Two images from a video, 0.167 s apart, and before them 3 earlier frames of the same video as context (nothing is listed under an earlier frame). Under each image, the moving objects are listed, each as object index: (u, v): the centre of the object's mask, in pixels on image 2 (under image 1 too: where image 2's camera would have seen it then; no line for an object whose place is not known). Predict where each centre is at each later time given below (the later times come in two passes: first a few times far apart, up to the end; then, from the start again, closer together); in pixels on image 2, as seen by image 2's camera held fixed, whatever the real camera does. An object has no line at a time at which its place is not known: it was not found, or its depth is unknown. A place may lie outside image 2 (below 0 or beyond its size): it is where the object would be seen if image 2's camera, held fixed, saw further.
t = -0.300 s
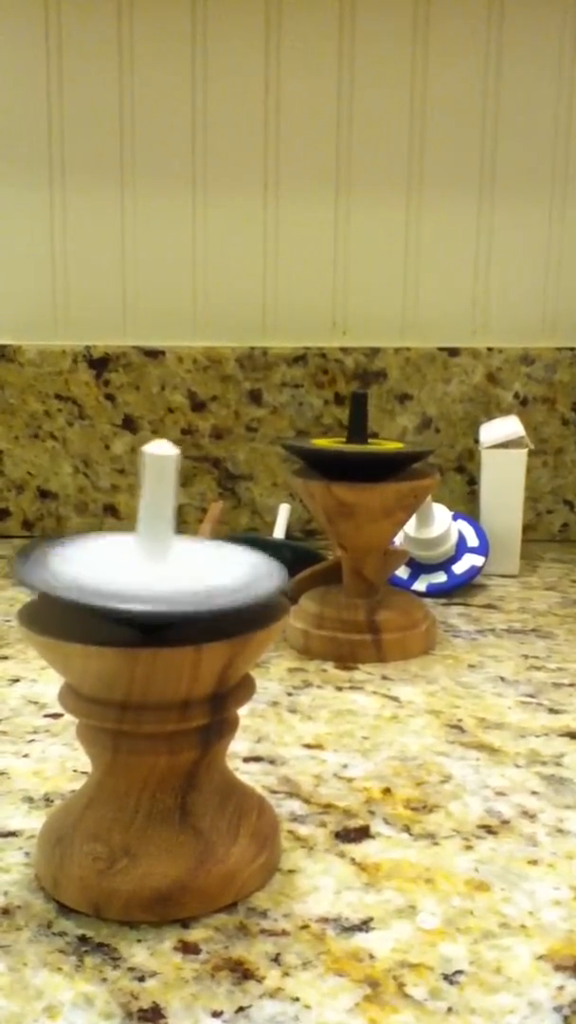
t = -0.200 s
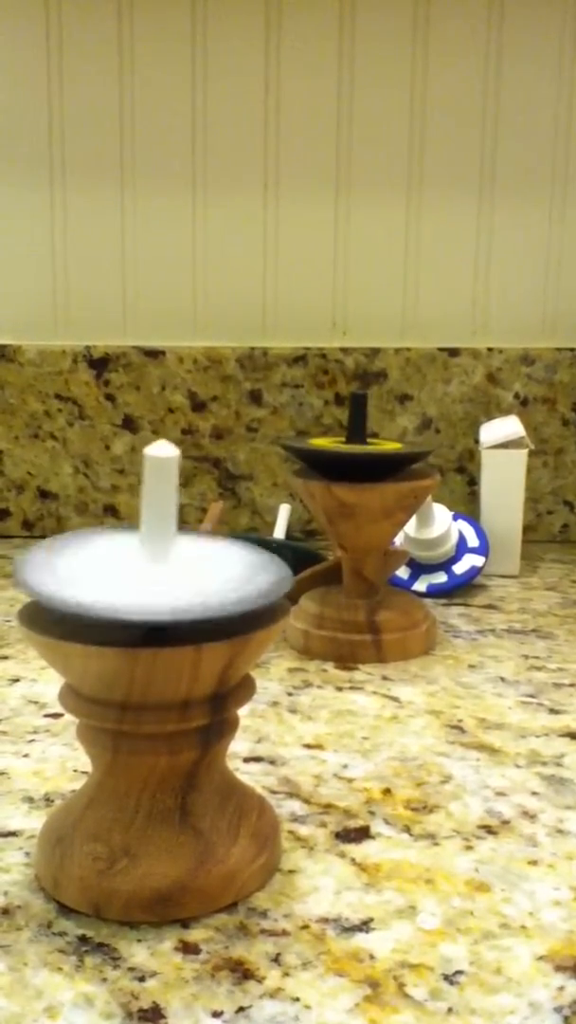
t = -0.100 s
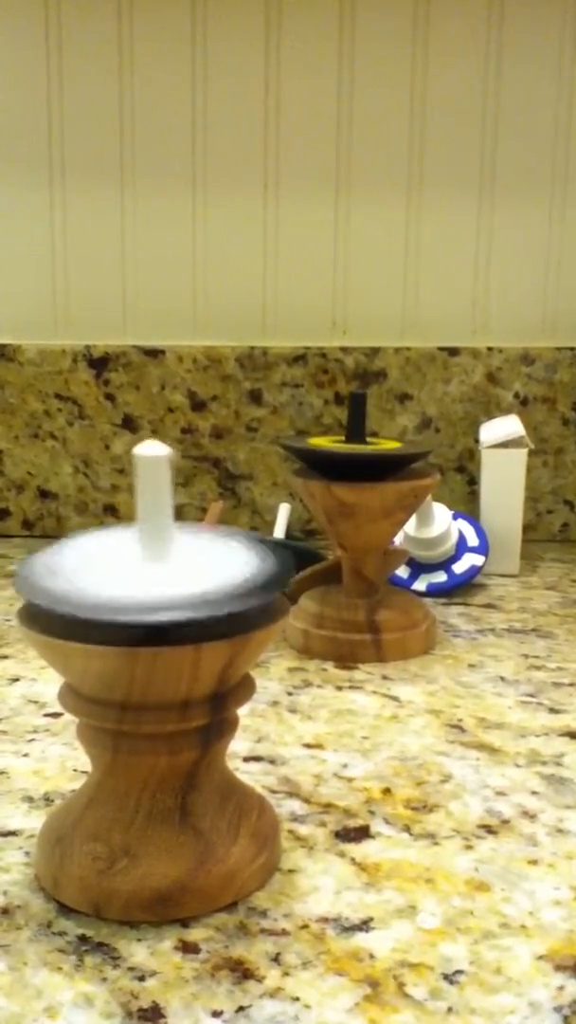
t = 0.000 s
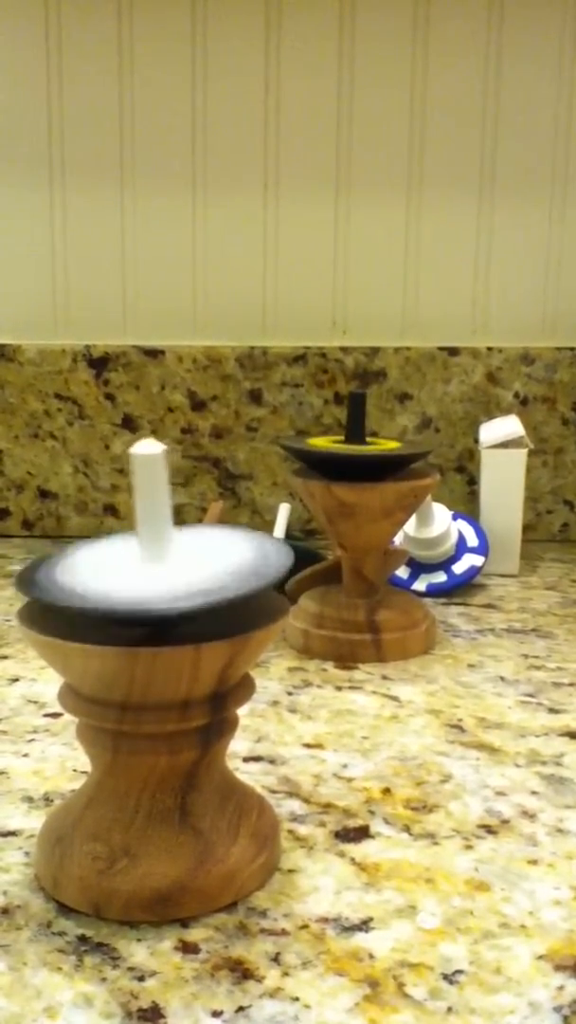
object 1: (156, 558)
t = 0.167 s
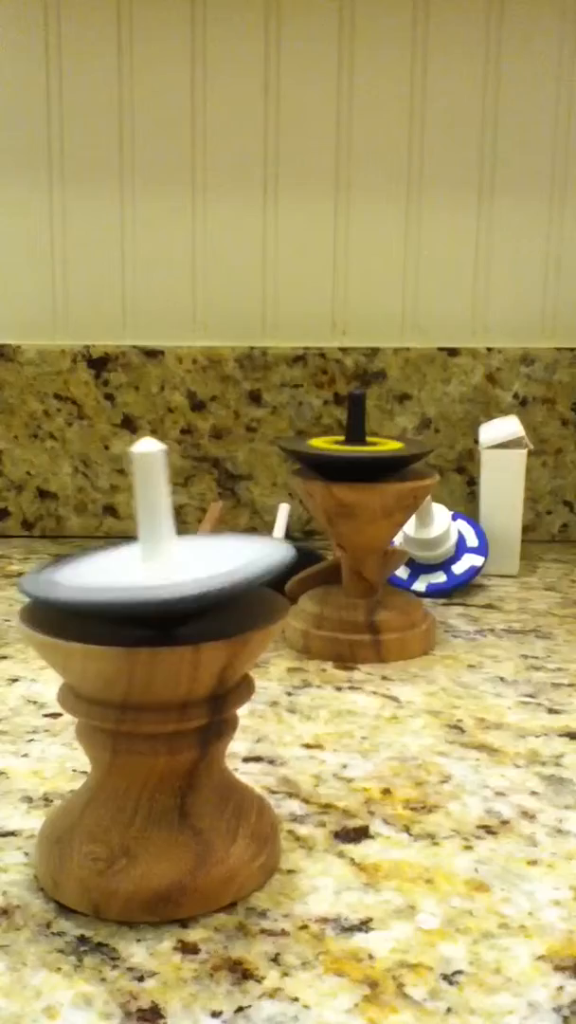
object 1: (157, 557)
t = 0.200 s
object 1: (155, 559)
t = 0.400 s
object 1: (158, 557)
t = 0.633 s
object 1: (154, 558)
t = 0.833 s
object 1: (148, 559)
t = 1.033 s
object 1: (152, 563)
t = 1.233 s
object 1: (152, 561)
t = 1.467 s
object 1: (157, 556)
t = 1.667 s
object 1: (158, 555)
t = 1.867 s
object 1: (152, 558)
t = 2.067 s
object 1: (151, 559)
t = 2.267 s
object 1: (150, 562)
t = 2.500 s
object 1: (157, 558)
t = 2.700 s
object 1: (155, 553)
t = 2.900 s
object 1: (155, 555)
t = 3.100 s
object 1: (149, 559)
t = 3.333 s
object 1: (152, 562)
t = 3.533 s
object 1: (153, 561)
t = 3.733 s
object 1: (156, 554)
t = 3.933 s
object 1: (156, 555)
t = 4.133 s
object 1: (151, 559)
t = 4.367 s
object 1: (151, 561)
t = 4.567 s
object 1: (150, 562)
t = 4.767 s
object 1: (153, 556)
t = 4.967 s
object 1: (158, 555)
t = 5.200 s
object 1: (152, 562)
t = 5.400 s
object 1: (149, 562)
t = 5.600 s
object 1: (153, 557)
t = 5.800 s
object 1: (154, 557)
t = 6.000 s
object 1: (154, 560)
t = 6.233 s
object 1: (153, 560)
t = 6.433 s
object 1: (152, 561)
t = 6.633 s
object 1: (151, 560)
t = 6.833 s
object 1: (153, 556)
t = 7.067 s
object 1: (154, 561)
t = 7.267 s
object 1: (150, 563)
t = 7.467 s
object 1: (148, 563)
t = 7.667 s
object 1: (151, 559)
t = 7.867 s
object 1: (154, 559)
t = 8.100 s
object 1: (155, 565)
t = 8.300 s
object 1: (150, 565)
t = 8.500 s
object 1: (153, 562)
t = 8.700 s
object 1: (155, 560)
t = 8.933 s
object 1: (156, 564)
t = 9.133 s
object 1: (152, 566)
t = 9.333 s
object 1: (151, 563)
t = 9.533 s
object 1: (156, 560)
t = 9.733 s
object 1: (159, 562)
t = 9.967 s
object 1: (152, 564)
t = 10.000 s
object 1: (156, 561)
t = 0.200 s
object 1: (155, 559)
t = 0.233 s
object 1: (158, 556)
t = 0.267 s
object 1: (157, 558)
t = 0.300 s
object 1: (157, 553)
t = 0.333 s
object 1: (159, 558)
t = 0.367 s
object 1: (155, 557)
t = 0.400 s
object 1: (158, 557)
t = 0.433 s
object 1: (155, 558)
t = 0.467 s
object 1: (157, 556)
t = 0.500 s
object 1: (155, 558)
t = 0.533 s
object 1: (155, 556)
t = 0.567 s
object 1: (155, 558)
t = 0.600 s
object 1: (149, 557)
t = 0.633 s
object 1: (154, 558)
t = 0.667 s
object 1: (151, 559)
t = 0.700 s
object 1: (152, 559)
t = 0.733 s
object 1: (150, 560)
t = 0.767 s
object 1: (150, 558)
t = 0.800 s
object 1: (150, 561)
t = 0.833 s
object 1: (148, 559)
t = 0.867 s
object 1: (150, 560)
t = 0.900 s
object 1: (146, 562)
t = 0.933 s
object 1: (150, 560)
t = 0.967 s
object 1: (148, 564)
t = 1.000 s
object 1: (150, 561)
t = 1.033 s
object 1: (152, 563)
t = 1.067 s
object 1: (146, 562)
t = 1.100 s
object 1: (152, 559)
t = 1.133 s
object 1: (150, 563)
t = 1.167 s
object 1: (154, 559)
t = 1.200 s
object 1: (153, 562)
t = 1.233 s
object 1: (152, 561)
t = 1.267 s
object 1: (156, 559)
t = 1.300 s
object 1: (154, 560)
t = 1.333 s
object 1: (157, 556)
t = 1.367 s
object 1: (156, 558)
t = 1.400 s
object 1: (157, 556)
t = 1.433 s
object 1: (159, 558)
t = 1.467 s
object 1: (157, 556)
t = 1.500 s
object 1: (159, 557)
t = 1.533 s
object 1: (156, 558)
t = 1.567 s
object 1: (158, 557)
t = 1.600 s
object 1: (158, 557)
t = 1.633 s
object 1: (154, 555)
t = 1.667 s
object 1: (158, 555)
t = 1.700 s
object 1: (154, 558)
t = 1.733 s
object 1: (156, 556)
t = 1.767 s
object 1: (156, 560)
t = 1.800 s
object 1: (153, 553)
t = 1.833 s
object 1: (154, 558)
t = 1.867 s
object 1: (152, 558)
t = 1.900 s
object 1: (154, 559)
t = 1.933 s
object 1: (151, 561)
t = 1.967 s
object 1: (150, 558)
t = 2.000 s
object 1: (152, 560)
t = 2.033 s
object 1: (150, 561)
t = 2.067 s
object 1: (151, 559)
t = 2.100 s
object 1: (148, 563)
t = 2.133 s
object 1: (150, 560)
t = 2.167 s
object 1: (151, 563)
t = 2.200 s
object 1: (147, 562)
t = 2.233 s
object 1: (152, 559)
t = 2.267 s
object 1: (150, 562)
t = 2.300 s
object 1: (153, 559)
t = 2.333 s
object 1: (154, 562)
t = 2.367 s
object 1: (154, 560)
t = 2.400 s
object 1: (156, 556)
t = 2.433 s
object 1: (154, 558)
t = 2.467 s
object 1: (158, 556)
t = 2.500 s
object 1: (157, 558)
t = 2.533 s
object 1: (155, 557)
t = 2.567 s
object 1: (159, 556)
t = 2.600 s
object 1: (157, 558)
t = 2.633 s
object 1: (158, 555)
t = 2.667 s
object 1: (158, 558)
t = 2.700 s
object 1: (155, 553)
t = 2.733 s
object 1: (157, 556)
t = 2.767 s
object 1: (154, 557)
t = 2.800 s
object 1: (157, 556)
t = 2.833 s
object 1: (155, 558)
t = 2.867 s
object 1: (150, 553)
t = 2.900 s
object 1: (155, 555)
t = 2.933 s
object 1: (151, 558)
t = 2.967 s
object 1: (153, 558)
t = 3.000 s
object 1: (152, 559)
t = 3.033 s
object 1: (150, 556)
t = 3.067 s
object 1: (153, 559)
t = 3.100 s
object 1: (149, 559)
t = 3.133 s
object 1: (150, 559)
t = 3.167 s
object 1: (153, 561)
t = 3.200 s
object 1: (150, 562)
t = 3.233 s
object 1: (152, 559)
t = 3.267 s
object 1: (149, 563)
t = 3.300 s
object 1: (151, 560)
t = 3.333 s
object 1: (152, 562)
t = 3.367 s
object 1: (147, 563)
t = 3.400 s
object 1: (152, 558)
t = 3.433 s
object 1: (151, 562)
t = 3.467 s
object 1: (152, 560)
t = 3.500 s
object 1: (157, 559)
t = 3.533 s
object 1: (153, 561)
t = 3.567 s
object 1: (155, 557)
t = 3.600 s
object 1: (155, 559)
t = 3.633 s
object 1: (154, 558)
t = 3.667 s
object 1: (157, 556)
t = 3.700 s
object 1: (155, 559)
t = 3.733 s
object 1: (156, 554)
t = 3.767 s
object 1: (158, 557)
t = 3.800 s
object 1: (154, 553)
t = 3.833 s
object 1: (157, 556)
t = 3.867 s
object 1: (154, 557)
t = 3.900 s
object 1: (155, 552)
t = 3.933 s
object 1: (156, 555)
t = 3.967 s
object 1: (153, 558)
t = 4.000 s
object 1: (156, 557)
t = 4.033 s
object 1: (155, 559)
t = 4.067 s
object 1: (153, 556)
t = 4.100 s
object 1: (155, 558)
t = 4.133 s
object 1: (151, 559)
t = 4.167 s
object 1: (151, 559)
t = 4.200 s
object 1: (153, 561)
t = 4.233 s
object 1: (151, 563)
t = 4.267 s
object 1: (152, 558)
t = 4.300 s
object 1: (148, 562)
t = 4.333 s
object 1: (149, 561)
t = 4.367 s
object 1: (151, 561)
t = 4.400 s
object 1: (146, 563)
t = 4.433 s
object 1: (151, 560)
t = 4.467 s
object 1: (151, 563)
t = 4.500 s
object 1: (145, 562)
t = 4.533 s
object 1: (152, 560)
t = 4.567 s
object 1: (150, 562)
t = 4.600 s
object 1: (151, 560)
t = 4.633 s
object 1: (154, 559)
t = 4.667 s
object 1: (153, 560)
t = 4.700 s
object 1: (155, 557)
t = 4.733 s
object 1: (155, 559)
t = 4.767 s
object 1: (153, 556)
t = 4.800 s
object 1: (157, 556)
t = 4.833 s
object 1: (156, 559)
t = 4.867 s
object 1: (153, 555)
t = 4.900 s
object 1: (156, 556)
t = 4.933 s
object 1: (153, 558)
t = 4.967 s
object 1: (158, 555)
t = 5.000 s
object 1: (157, 558)
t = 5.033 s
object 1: (150, 557)
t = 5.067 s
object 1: (157, 558)
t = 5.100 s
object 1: (154, 559)
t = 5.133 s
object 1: (153, 557)
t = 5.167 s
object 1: (156, 558)
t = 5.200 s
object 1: (152, 562)
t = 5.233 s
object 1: (153, 559)
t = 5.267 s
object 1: (155, 562)
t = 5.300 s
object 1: (151, 562)
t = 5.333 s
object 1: (153, 559)
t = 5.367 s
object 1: (150, 563)
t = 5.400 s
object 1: (149, 562)
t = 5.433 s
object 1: (151, 560)
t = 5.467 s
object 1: (150, 563)
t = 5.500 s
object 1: (149, 562)
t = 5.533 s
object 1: (153, 560)
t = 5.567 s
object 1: (149, 562)
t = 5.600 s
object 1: (153, 557)
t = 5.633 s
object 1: (152, 560)
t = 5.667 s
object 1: (149, 560)
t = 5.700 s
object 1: (152, 558)
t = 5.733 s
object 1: (152, 559)
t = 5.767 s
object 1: (151, 557)
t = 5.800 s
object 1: (154, 557)
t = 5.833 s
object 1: (153, 561)
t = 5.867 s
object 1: (153, 555)
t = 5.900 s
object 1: (154, 558)
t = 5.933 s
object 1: (150, 559)
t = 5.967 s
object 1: (155, 555)
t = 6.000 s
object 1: (154, 560)
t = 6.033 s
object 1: (149, 559)
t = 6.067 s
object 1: (155, 559)
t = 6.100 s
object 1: (153, 561)
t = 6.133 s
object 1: (152, 557)
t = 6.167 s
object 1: (156, 559)
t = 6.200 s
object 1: (153, 564)
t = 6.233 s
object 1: (153, 560)
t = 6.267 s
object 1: (156, 563)
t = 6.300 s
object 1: (151, 564)
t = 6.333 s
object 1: (154, 561)
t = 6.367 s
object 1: (154, 564)
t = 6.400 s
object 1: (144, 563)
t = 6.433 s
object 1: (152, 561)
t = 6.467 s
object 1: (151, 564)
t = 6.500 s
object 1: (144, 562)
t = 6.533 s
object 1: (151, 560)
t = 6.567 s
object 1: (149, 563)
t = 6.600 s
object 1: (149, 562)
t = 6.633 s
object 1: (151, 560)
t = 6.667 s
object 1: (150, 561)
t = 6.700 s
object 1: (151, 558)
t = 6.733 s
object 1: (153, 558)
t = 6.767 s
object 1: (151, 561)
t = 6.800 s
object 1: (152, 555)
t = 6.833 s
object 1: (153, 556)
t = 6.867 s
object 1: (150, 560)
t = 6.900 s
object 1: (156, 555)
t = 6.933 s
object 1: (154, 556)
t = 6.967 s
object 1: (150, 560)
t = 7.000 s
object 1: (156, 561)
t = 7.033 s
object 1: (155, 562)
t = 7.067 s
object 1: (154, 561)
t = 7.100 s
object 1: (155, 561)
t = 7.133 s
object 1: (155, 564)
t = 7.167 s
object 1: (153, 561)
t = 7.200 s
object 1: (154, 562)
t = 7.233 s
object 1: (151, 566)
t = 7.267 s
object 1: (150, 563)
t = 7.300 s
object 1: (152, 562)
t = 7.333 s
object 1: (150, 566)
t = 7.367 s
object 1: (150, 562)
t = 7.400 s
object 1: (152, 562)
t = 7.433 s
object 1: (150, 565)
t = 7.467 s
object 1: (148, 563)
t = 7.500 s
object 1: (151, 562)
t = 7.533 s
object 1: (148, 564)
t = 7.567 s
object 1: (149, 560)
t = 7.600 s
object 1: (151, 560)
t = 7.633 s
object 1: (146, 562)
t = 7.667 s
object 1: (151, 559)
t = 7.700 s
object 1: (151, 559)
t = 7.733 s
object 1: (148, 560)
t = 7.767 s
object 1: (154, 558)
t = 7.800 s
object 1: (154, 558)
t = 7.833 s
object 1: (149, 559)
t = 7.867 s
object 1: (154, 559)
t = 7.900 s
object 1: (155, 561)
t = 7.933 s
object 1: (151, 561)
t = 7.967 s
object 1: (156, 561)
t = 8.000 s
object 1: (156, 564)
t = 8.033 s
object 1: (155, 563)
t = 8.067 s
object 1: (157, 560)
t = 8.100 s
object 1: (155, 565)
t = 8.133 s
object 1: (154, 563)
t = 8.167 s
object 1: (154, 562)
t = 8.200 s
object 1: (153, 566)
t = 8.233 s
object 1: (152, 564)
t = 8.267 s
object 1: (152, 561)
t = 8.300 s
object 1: (150, 565)
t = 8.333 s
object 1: (151, 565)
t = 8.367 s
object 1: (153, 560)
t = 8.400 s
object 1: (152, 563)
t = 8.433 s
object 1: (152, 561)
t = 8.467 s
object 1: (155, 560)
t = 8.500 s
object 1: (153, 562)
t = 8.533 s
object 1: (153, 559)
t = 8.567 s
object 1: (158, 557)
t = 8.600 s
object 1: (156, 560)
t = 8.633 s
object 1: (155, 559)
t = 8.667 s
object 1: (157, 556)
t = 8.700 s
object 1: (155, 560)
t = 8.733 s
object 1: (153, 555)
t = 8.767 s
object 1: (157, 558)
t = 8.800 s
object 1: (155, 562)
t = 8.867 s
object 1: (154, 560)
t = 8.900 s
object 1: (157, 560)
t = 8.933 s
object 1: (156, 564)
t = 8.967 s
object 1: (155, 563)
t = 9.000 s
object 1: (157, 562)
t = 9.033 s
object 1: (154, 565)
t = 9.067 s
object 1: (153, 564)
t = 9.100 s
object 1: (154, 563)
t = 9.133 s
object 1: (152, 566)
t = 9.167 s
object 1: (151, 564)
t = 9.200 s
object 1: (152, 561)
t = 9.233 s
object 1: (151, 564)
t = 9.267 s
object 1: (150, 562)
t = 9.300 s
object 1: (152, 560)
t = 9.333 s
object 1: (151, 563)
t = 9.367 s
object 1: (151, 560)
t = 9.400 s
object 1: (155, 558)
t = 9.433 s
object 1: (154, 560)
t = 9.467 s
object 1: (153, 559)
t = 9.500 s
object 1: (157, 559)
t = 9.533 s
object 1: (156, 560)
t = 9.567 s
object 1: (153, 559)
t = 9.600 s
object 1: (158, 558)
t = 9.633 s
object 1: (158, 560)
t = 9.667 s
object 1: (155, 559)
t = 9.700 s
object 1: (157, 560)
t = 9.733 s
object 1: (159, 562)
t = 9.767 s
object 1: (157, 562)
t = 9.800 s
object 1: (158, 562)
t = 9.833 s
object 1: (160, 564)
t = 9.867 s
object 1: (151, 563)
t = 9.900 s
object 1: (157, 563)
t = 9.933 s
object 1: (158, 563)
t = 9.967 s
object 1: (152, 564)
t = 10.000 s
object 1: (156, 561)
